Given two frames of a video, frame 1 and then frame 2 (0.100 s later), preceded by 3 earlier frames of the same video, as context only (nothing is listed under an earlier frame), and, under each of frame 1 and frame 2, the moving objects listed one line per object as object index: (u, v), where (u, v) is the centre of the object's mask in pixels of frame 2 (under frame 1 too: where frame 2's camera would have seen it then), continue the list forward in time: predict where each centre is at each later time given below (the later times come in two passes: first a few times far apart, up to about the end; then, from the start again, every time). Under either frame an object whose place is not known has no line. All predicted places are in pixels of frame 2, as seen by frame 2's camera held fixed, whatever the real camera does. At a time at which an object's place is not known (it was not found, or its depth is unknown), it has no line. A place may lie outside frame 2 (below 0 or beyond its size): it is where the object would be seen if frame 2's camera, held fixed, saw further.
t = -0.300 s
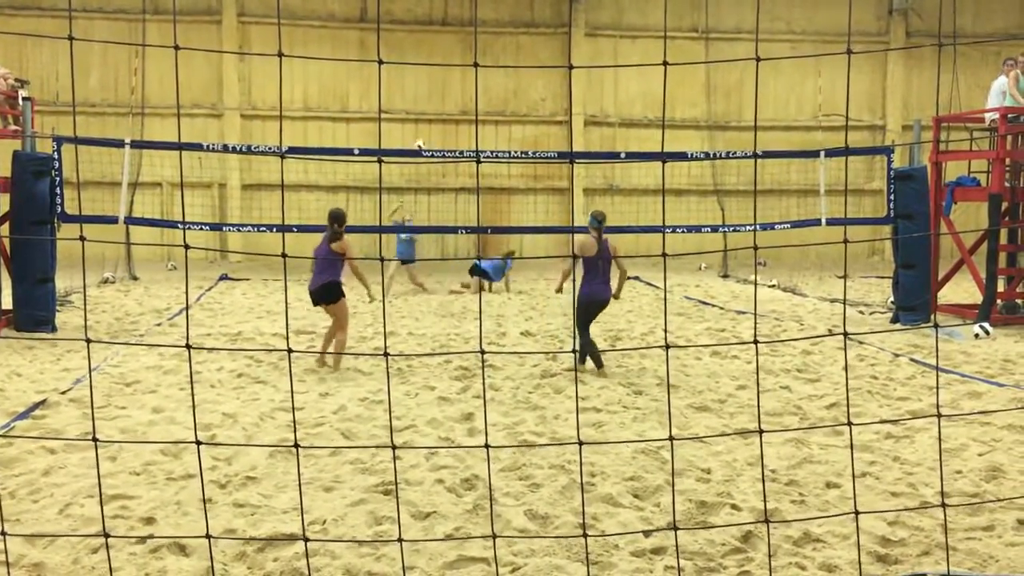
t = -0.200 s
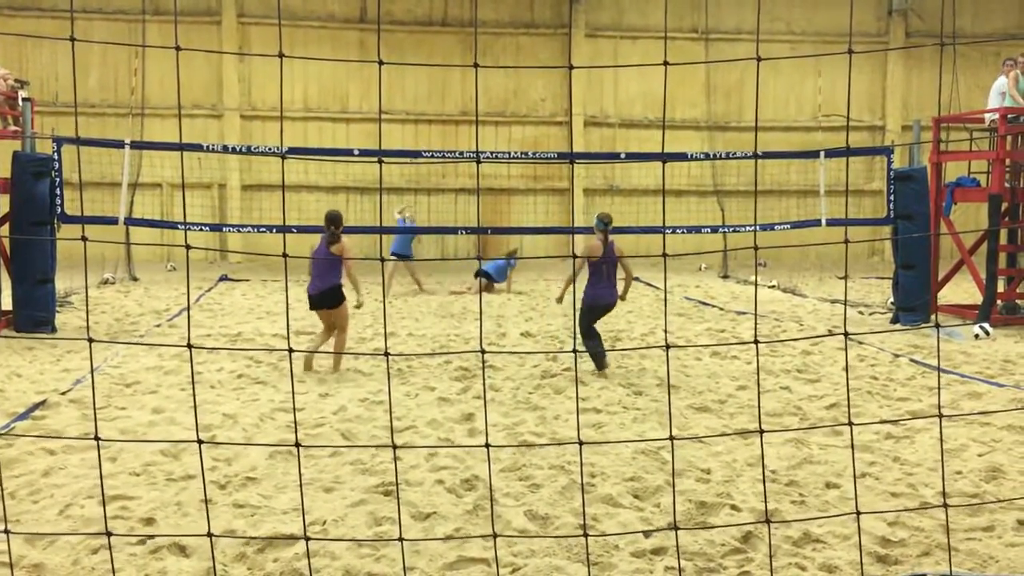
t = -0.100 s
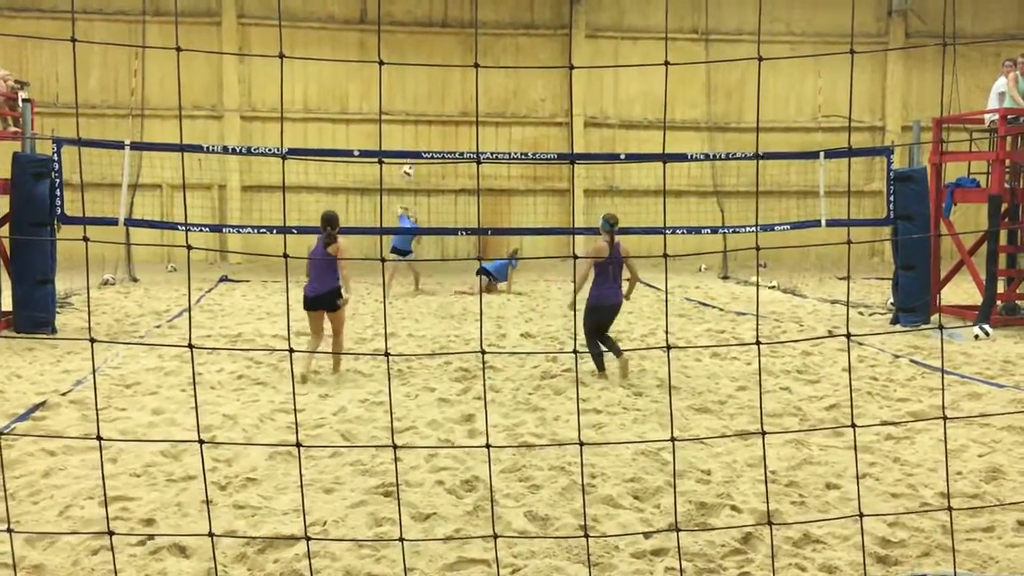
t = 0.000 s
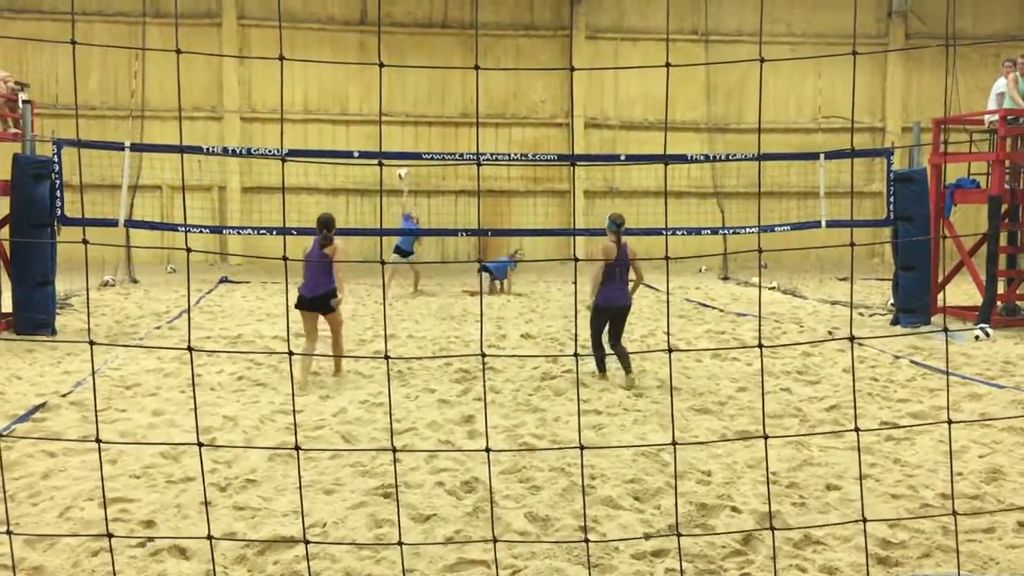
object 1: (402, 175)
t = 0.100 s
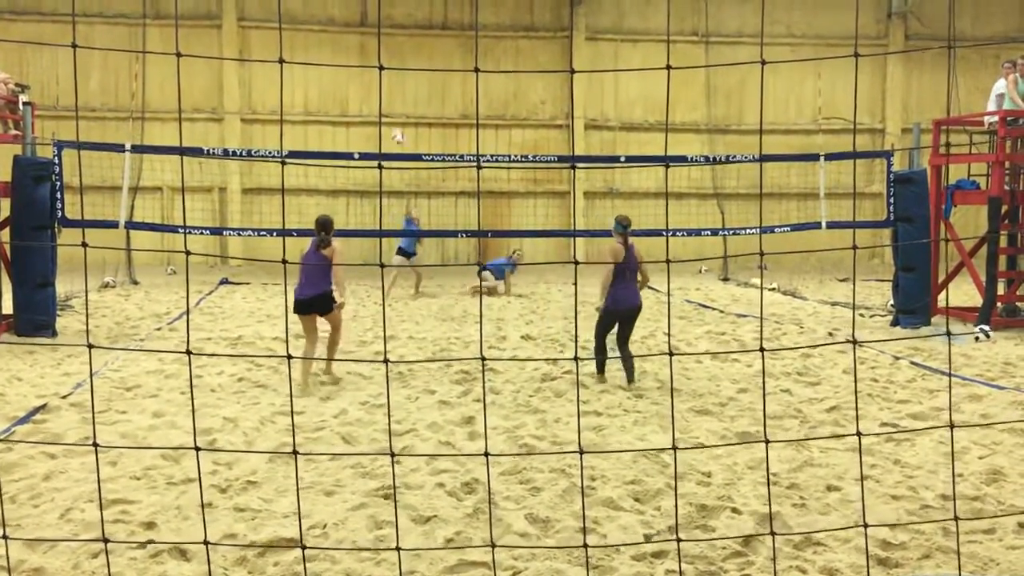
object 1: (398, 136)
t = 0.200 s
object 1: (394, 103)
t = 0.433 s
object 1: (385, 34)
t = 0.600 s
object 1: (377, 0)
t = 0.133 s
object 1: (397, 125)
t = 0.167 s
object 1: (395, 114)
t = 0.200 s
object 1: (394, 103)
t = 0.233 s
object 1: (393, 92)
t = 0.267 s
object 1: (392, 82)
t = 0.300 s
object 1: (390, 71)
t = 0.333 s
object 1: (390, 62)
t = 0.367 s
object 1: (388, 52)
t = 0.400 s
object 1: (387, 43)
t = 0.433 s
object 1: (385, 34)
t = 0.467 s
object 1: (384, 26)
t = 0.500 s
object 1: (382, 19)
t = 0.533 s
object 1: (379, 12)
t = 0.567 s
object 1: (378, 5)
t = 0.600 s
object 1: (377, 0)
